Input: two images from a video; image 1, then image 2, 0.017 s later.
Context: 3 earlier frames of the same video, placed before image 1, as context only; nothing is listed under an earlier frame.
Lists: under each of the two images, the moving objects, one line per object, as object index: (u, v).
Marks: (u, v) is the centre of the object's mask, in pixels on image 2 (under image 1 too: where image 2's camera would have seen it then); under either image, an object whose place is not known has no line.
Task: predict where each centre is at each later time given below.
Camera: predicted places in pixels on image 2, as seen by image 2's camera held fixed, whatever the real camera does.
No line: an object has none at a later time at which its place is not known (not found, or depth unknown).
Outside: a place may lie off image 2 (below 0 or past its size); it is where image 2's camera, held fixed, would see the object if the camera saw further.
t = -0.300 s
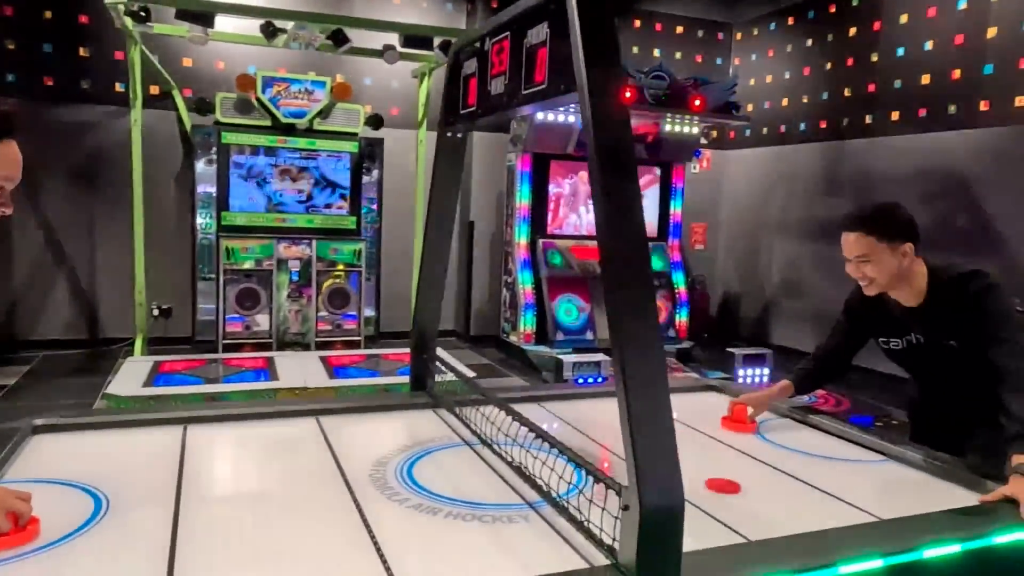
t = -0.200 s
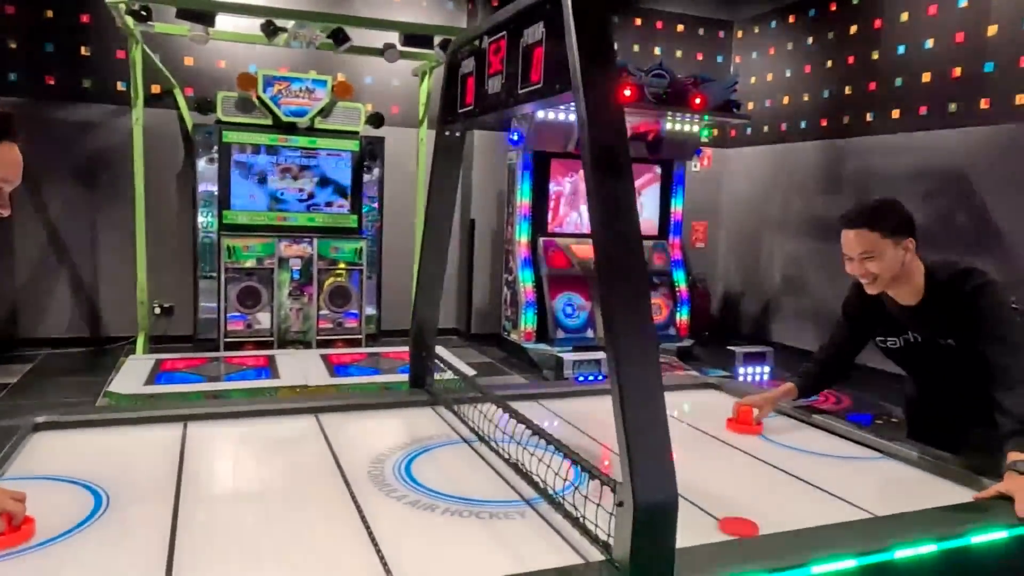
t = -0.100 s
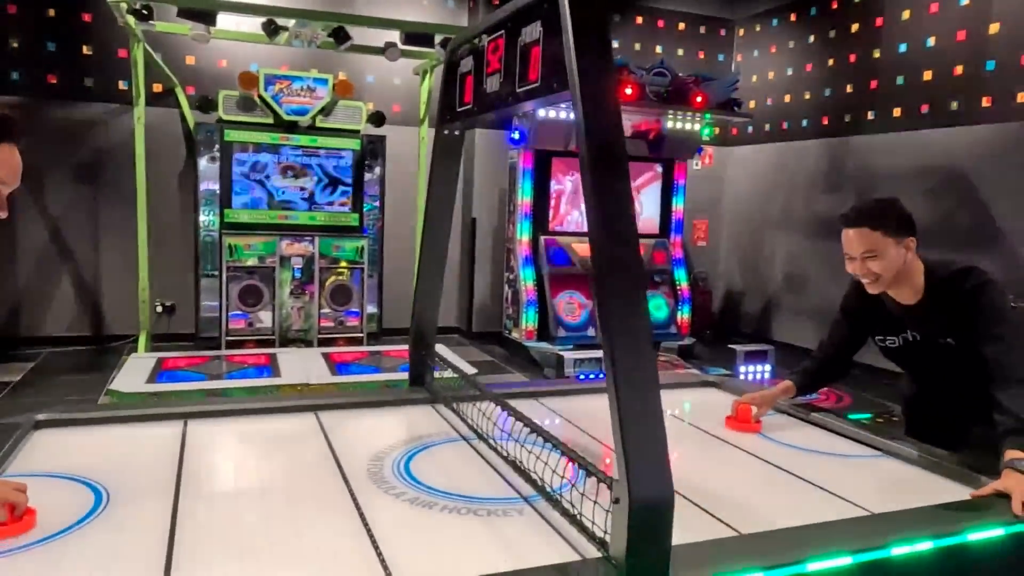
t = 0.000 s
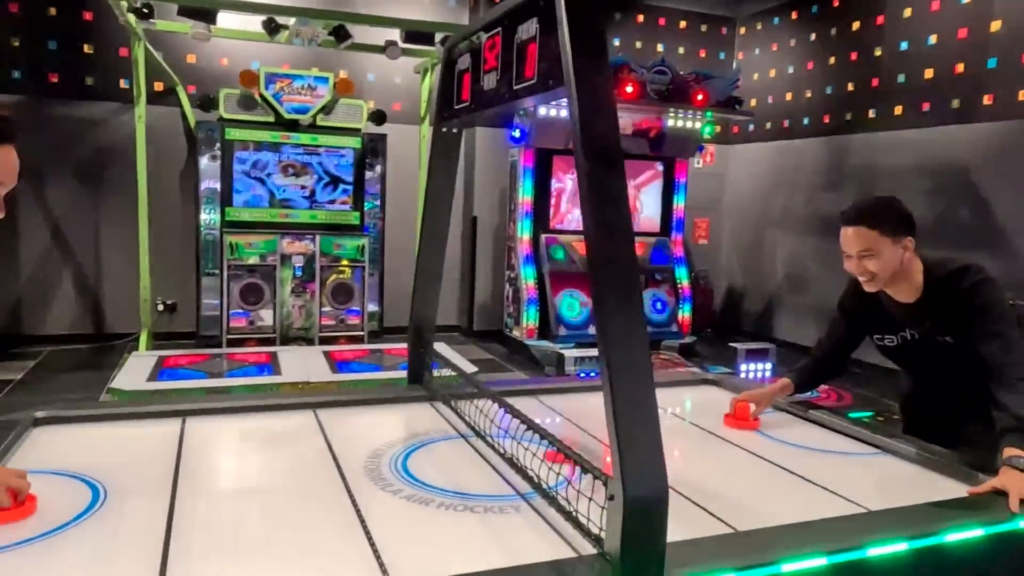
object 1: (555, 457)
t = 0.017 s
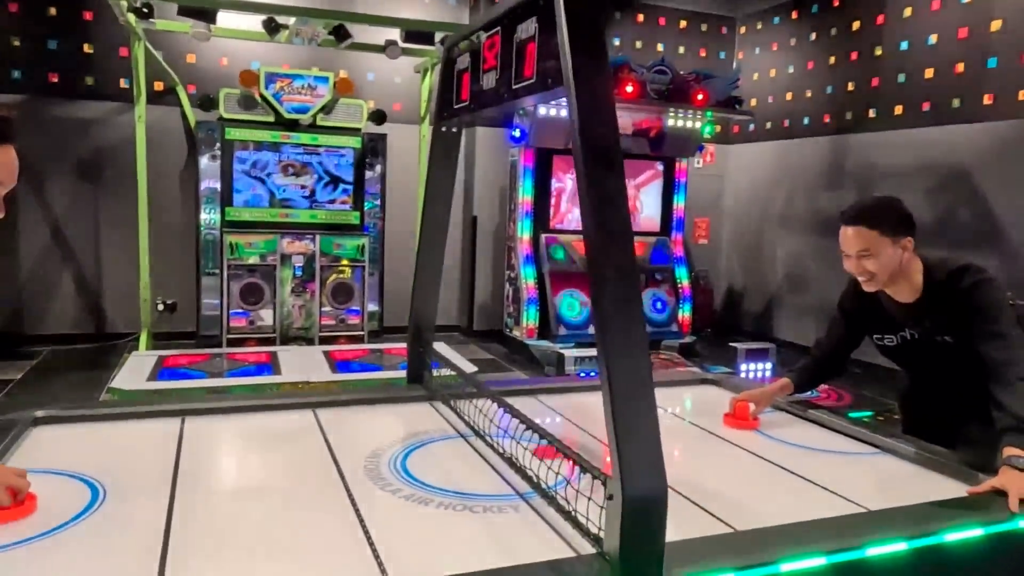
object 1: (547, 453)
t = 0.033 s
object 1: (536, 447)
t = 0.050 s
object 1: (525, 444)
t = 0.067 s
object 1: (515, 440)
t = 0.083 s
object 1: (504, 436)
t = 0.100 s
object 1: (496, 432)
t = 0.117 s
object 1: (487, 429)
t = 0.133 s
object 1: (479, 425)
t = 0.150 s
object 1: (467, 422)
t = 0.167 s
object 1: (456, 419)
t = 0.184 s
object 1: (446, 415)
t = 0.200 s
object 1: (440, 412)
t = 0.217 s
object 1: (433, 408)
